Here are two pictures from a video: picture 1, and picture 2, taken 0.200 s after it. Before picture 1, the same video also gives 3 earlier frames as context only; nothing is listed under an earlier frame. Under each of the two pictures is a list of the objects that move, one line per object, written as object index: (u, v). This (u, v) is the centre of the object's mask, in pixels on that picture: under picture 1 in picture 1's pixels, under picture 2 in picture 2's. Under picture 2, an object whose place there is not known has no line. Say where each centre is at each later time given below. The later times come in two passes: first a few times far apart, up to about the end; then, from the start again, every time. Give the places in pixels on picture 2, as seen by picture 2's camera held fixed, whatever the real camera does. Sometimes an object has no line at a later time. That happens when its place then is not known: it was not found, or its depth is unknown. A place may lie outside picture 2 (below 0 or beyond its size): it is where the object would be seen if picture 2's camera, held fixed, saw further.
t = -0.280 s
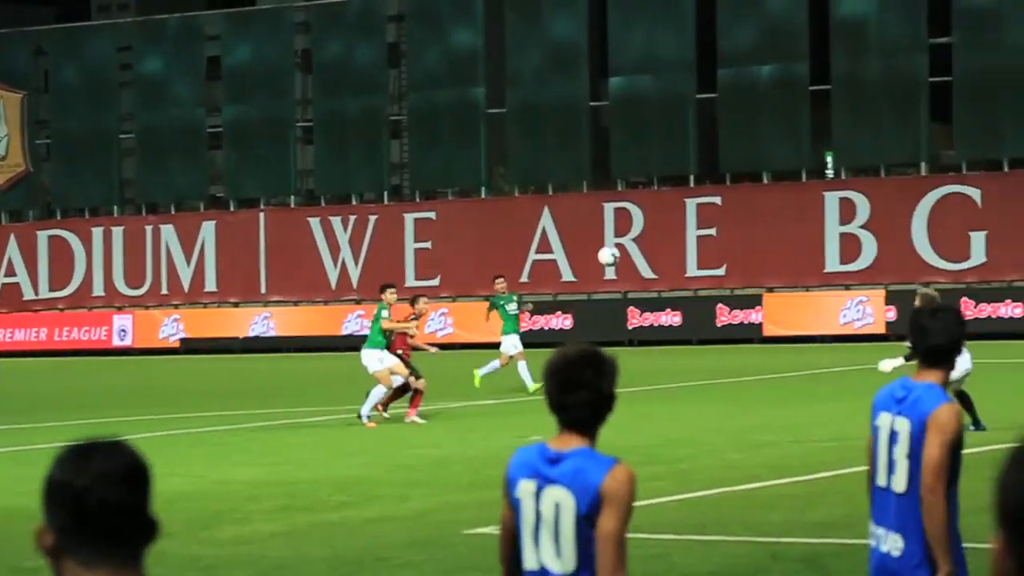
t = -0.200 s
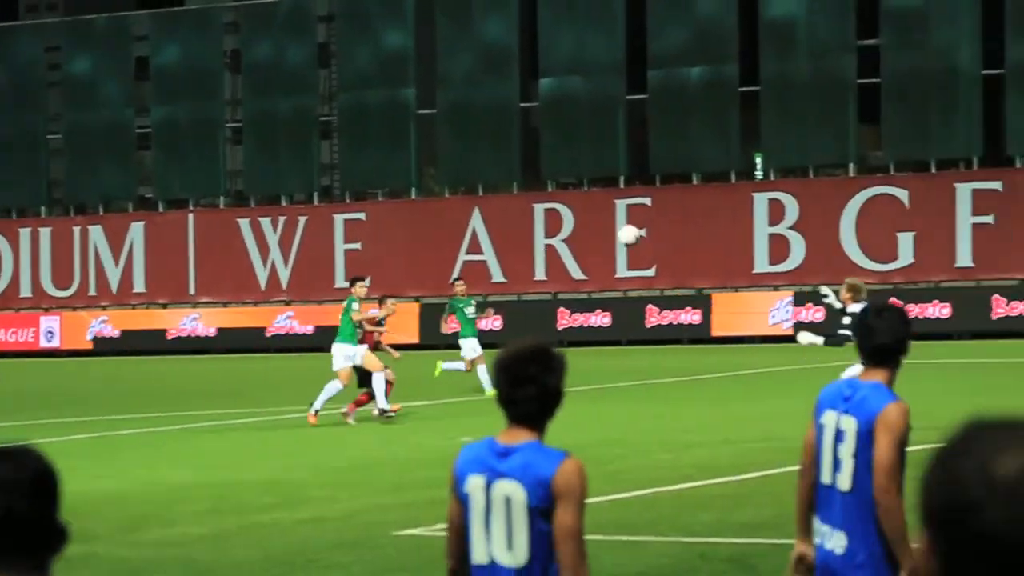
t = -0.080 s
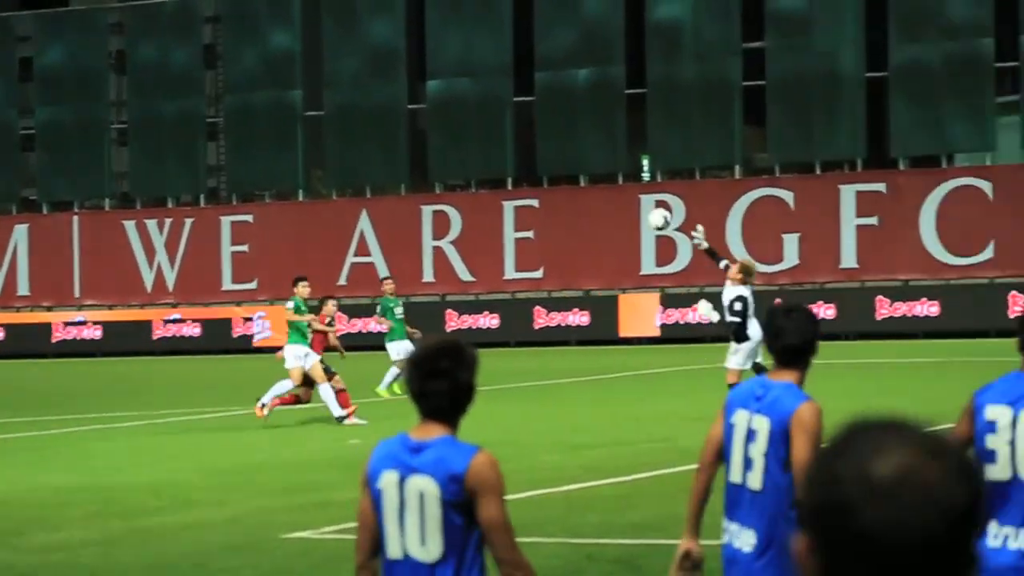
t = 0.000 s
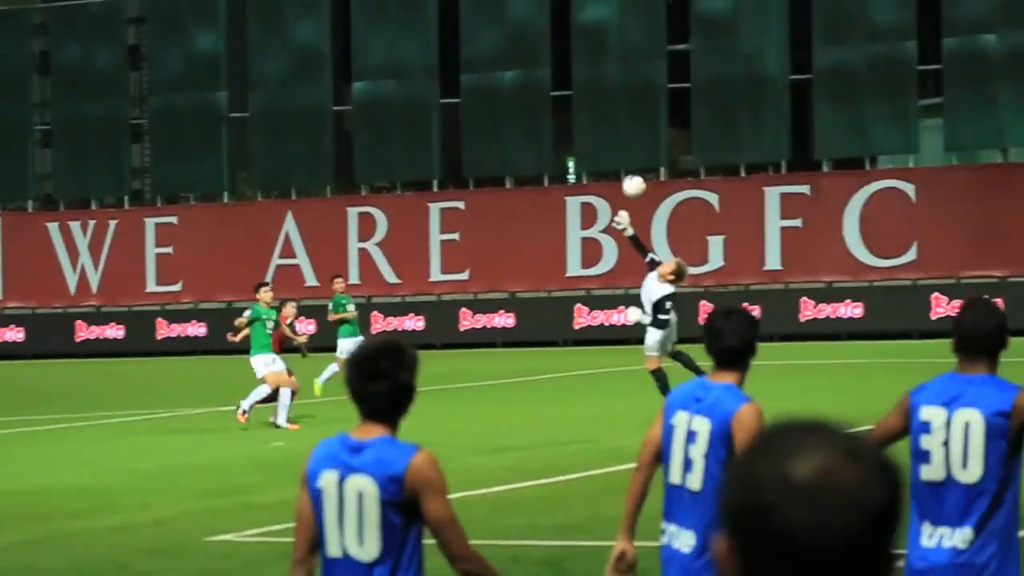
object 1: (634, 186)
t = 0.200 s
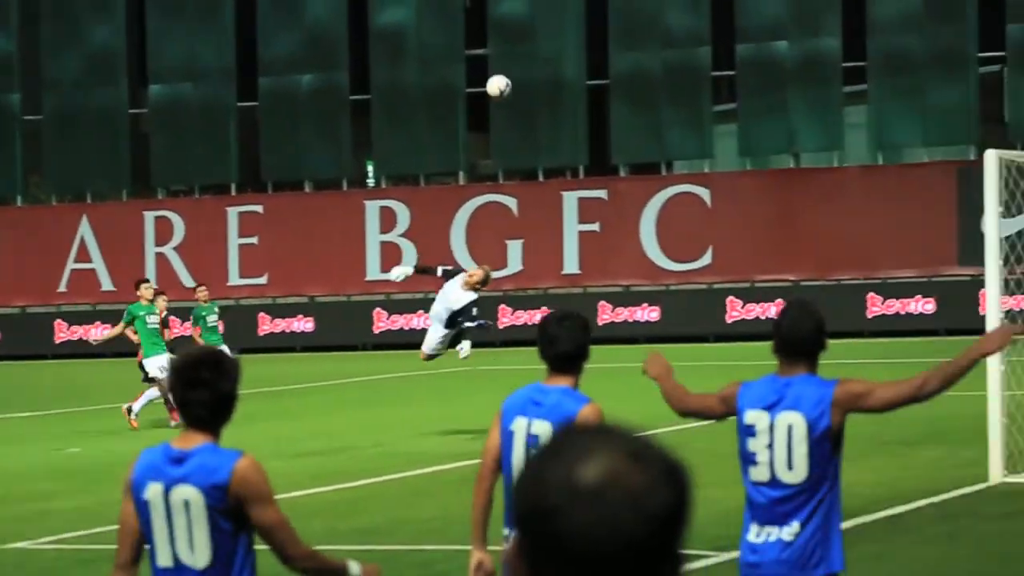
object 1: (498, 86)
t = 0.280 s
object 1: (524, 55)
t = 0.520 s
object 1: (619, 5)
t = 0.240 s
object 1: (512, 70)
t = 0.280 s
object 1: (524, 55)
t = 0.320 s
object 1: (538, 42)
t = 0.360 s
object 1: (551, 30)
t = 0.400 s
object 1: (565, 21)
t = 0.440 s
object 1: (584, 13)
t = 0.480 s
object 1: (601, 8)
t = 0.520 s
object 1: (619, 5)
